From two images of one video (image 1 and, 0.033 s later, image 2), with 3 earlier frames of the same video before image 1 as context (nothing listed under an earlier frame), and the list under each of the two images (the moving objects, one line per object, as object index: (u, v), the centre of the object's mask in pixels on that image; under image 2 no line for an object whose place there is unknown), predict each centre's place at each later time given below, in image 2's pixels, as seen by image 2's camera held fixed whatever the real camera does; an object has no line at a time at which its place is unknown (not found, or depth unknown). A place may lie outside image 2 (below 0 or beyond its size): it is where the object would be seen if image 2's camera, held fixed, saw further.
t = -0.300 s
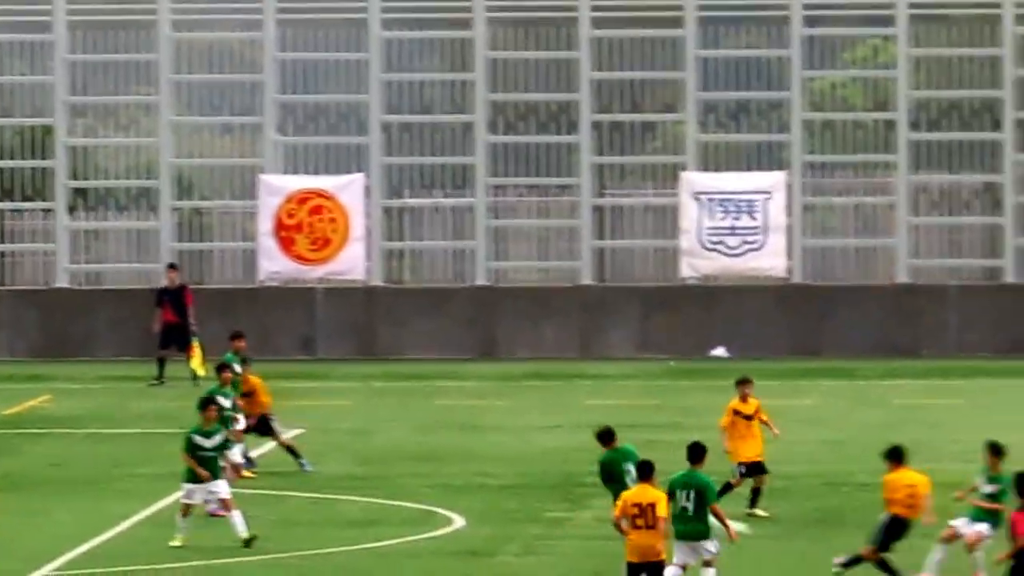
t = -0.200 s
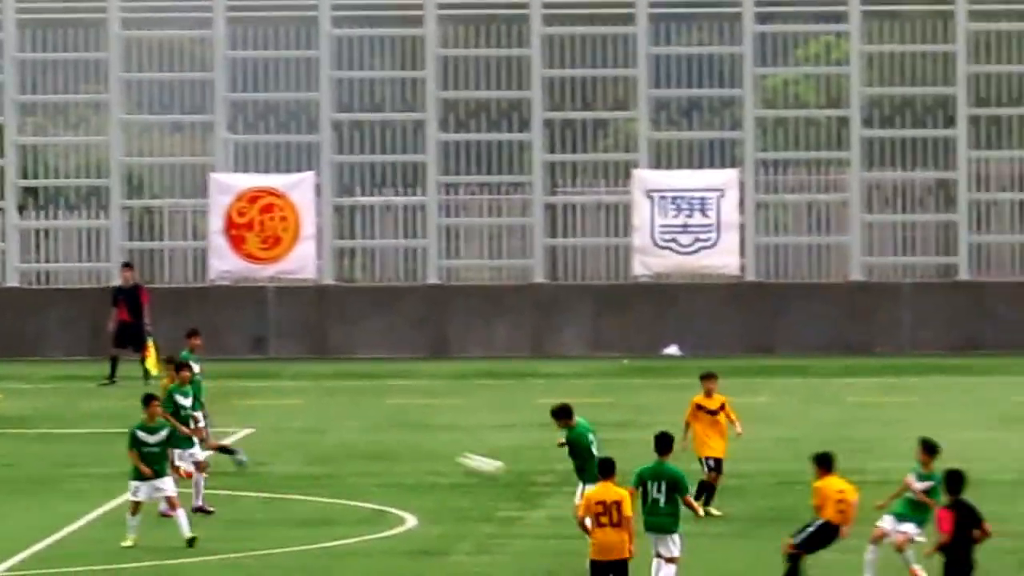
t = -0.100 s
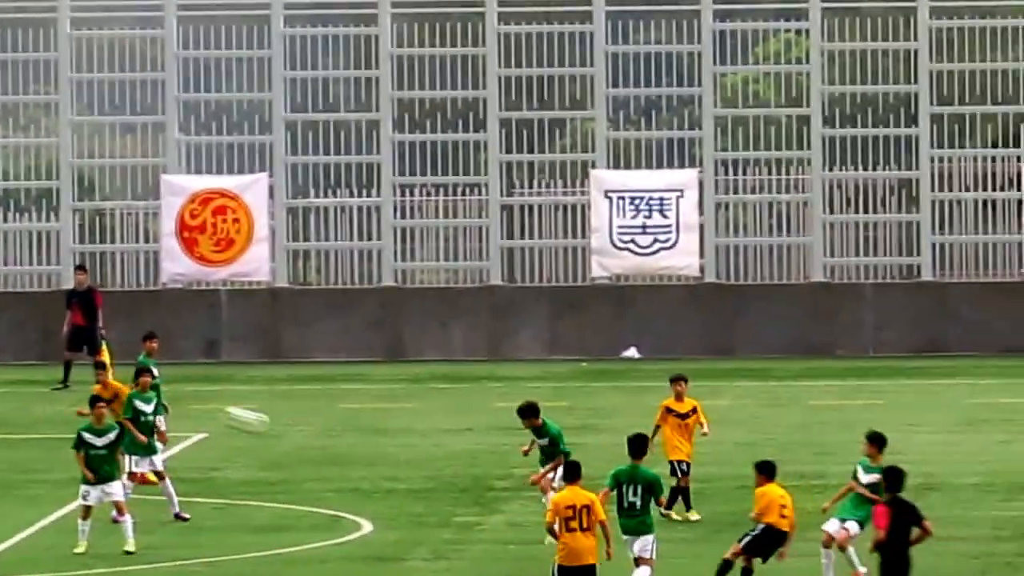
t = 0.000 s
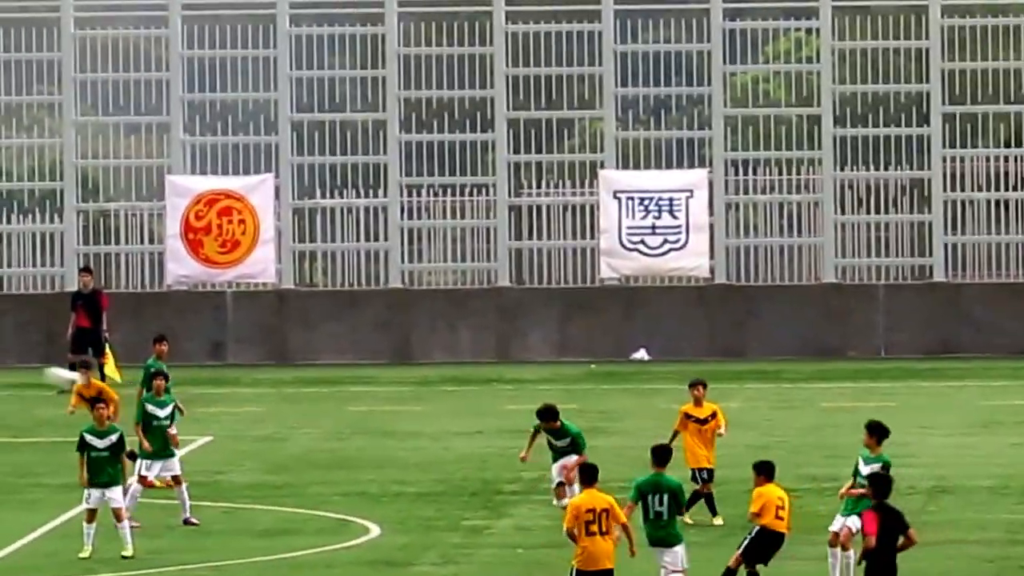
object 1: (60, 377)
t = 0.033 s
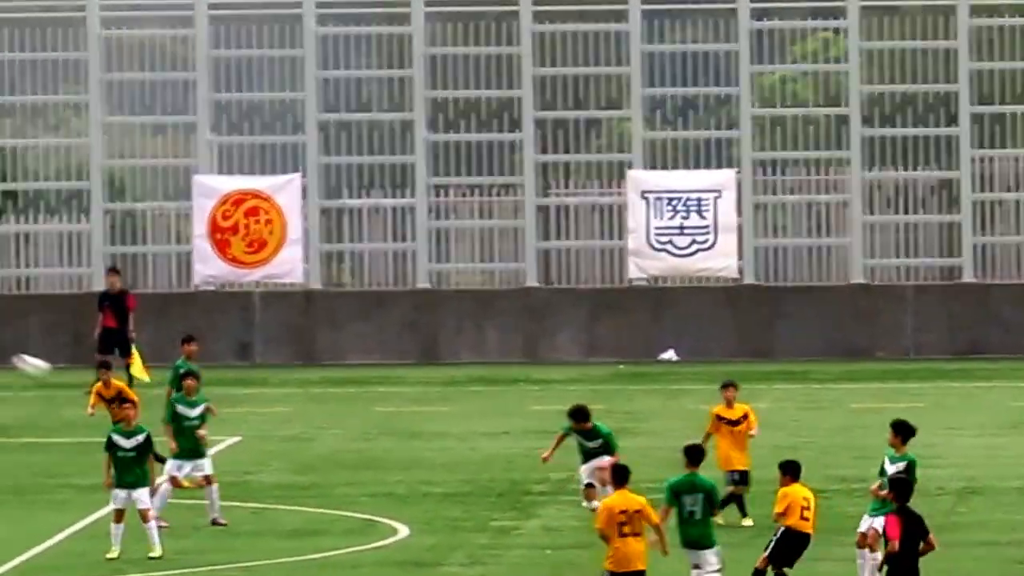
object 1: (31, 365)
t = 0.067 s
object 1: (-30, 355)
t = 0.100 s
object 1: (-93, 344)
